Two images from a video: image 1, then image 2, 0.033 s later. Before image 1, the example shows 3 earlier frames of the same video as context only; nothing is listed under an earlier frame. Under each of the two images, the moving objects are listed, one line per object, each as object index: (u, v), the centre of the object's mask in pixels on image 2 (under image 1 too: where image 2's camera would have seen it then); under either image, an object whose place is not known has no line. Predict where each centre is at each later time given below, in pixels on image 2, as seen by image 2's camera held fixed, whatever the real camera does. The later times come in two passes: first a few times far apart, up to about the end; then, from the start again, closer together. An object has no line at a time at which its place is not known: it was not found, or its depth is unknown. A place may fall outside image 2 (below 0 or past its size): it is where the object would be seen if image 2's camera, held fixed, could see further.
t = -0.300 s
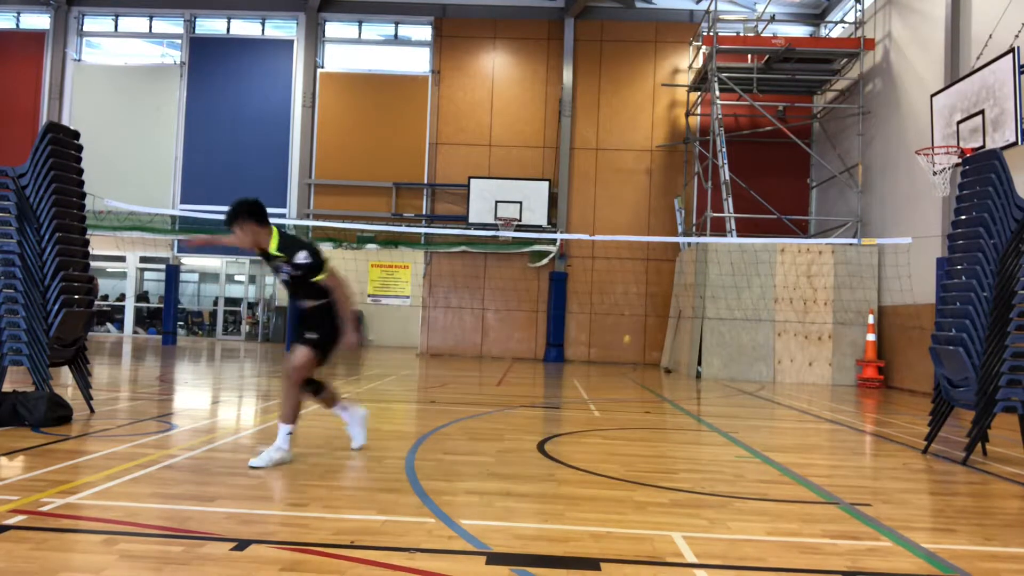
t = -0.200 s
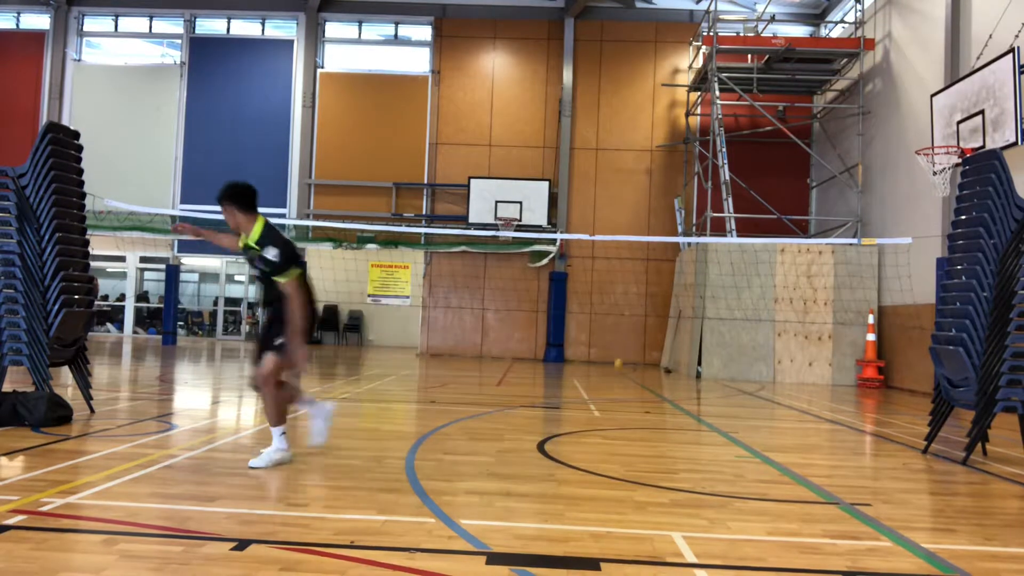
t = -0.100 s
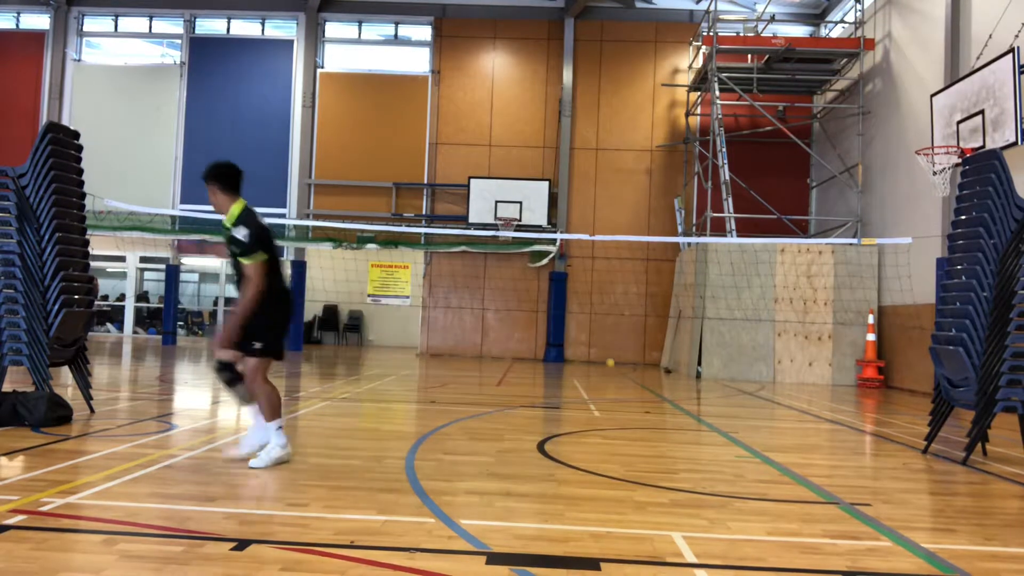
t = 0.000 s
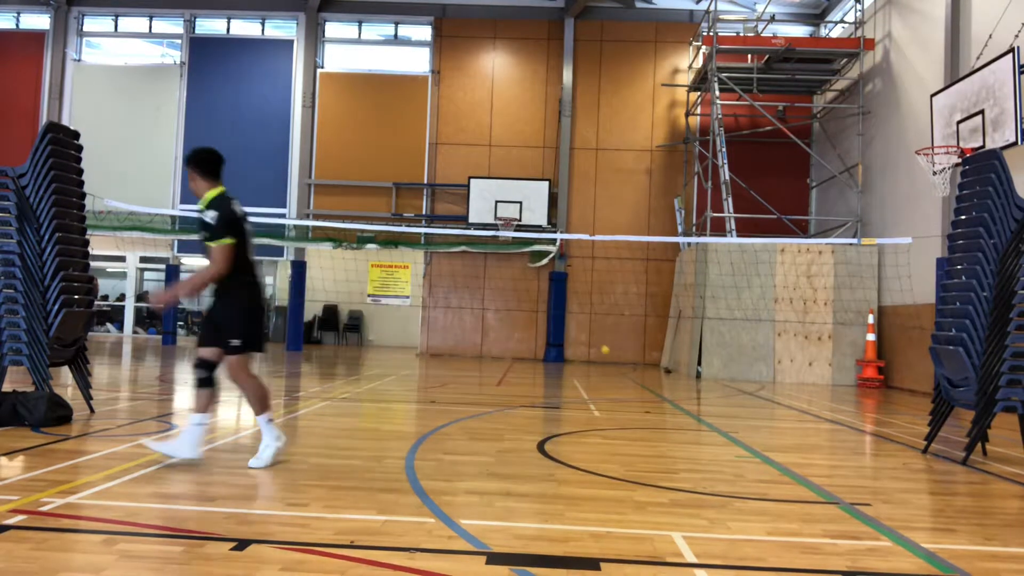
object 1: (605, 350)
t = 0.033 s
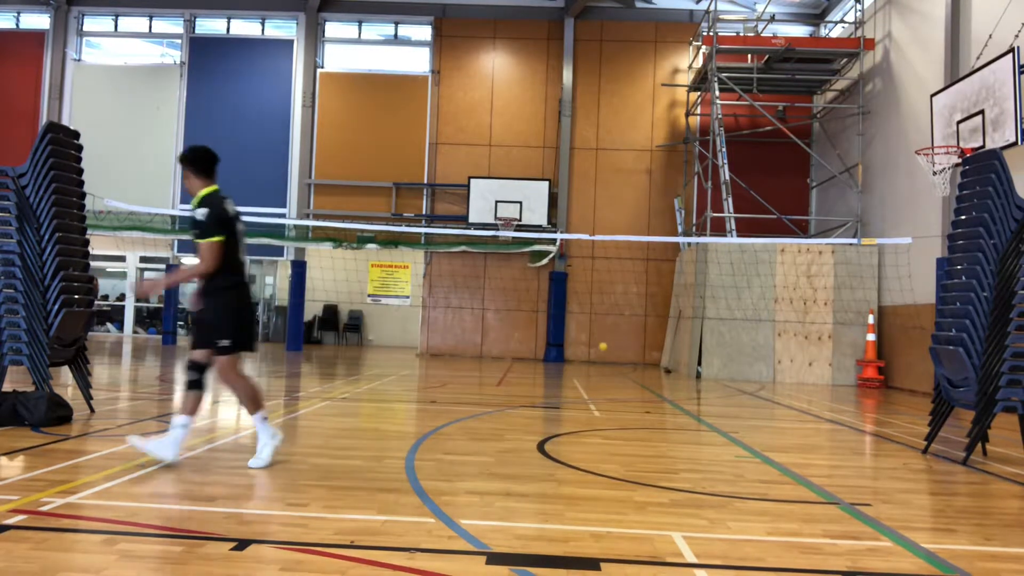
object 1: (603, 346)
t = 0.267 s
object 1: (587, 345)
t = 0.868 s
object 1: (550, 365)
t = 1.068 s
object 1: (539, 380)
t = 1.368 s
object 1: (522, 388)
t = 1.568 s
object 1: (511, 388)
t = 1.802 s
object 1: (498, 395)
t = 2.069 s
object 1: (484, 399)
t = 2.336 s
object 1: (469, 404)
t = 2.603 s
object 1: (453, 408)
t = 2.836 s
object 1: (438, 413)
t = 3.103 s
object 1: (417, 418)
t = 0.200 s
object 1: (592, 341)
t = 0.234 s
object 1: (589, 343)
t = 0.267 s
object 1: (587, 345)
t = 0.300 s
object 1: (584, 347)
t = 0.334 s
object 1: (582, 351)
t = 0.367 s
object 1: (579, 355)
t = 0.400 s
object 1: (576, 360)
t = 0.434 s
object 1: (573, 366)
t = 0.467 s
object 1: (569, 373)
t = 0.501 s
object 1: (567, 381)
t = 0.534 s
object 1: (565, 377)
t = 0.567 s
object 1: (564, 372)
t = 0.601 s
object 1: (563, 369)
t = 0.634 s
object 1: (561, 366)
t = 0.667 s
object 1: (560, 363)
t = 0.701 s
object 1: (559, 361)
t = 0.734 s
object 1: (557, 360)
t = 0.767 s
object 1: (555, 360)
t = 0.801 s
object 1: (554, 361)
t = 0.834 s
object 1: (552, 363)
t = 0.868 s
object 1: (550, 365)
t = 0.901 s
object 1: (548, 368)
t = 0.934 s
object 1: (547, 373)
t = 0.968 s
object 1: (545, 378)
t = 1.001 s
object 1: (543, 384)
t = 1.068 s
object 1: (539, 380)
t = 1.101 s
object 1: (538, 378)
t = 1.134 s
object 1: (536, 376)
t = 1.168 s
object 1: (534, 376)
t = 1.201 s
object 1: (532, 376)
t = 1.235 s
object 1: (530, 377)
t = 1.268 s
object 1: (528, 379)
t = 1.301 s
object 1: (526, 382)
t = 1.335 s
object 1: (524, 386)
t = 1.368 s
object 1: (522, 388)
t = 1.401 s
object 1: (521, 386)
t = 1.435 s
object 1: (519, 384)
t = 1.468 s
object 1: (517, 384)
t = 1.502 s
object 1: (515, 384)
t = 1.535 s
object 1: (514, 386)
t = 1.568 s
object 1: (511, 388)
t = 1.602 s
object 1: (509, 391)
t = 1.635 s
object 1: (507, 392)
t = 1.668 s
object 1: (506, 391)
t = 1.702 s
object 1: (504, 391)
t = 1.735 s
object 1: (502, 391)
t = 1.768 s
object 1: (501, 393)
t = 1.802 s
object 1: (498, 395)
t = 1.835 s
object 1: (497, 394)
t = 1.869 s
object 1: (495, 395)
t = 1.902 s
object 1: (493, 396)
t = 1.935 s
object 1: (491, 397)
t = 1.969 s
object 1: (490, 398)
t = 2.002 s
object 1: (488, 398)
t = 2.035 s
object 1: (486, 399)
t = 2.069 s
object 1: (484, 399)
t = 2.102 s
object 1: (482, 400)
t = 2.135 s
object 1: (481, 400)
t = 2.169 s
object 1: (479, 401)
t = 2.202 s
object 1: (477, 401)
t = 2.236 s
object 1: (475, 402)
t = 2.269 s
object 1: (473, 402)
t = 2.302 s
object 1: (472, 403)
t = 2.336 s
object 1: (469, 404)
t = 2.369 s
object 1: (468, 404)
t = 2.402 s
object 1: (466, 405)
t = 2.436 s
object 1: (464, 406)
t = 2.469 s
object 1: (461, 406)
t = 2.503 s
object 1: (459, 407)
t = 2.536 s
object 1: (457, 407)
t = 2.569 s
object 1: (456, 407)
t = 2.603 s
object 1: (453, 408)
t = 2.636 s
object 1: (451, 409)
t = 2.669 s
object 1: (449, 410)
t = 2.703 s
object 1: (447, 410)
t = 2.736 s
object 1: (444, 411)
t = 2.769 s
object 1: (442, 411)
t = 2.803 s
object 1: (440, 412)
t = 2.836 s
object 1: (438, 413)
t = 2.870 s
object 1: (435, 413)
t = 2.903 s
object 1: (433, 414)
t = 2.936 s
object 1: (430, 414)
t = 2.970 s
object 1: (427, 415)
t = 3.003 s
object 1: (425, 416)
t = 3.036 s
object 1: (423, 417)
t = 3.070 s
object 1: (420, 417)
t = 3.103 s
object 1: (417, 418)
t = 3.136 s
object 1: (415, 418)
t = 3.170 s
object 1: (412, 419)
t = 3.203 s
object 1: (410, 420)
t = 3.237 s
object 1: (406, 421)
